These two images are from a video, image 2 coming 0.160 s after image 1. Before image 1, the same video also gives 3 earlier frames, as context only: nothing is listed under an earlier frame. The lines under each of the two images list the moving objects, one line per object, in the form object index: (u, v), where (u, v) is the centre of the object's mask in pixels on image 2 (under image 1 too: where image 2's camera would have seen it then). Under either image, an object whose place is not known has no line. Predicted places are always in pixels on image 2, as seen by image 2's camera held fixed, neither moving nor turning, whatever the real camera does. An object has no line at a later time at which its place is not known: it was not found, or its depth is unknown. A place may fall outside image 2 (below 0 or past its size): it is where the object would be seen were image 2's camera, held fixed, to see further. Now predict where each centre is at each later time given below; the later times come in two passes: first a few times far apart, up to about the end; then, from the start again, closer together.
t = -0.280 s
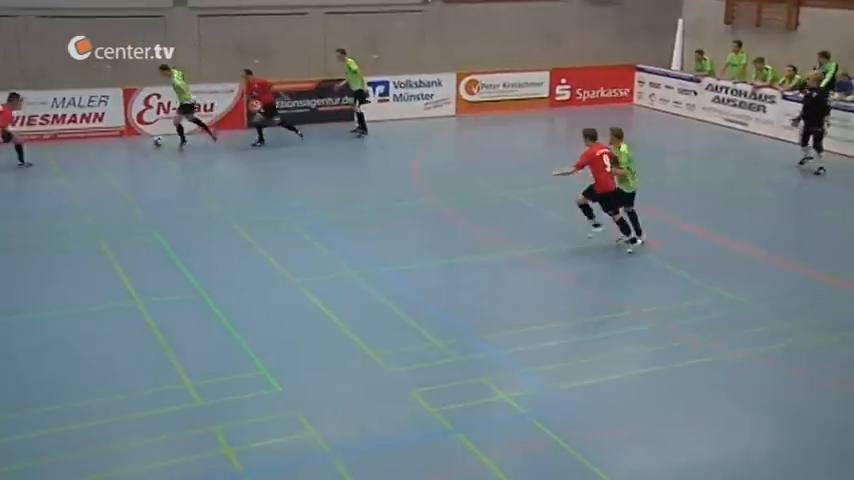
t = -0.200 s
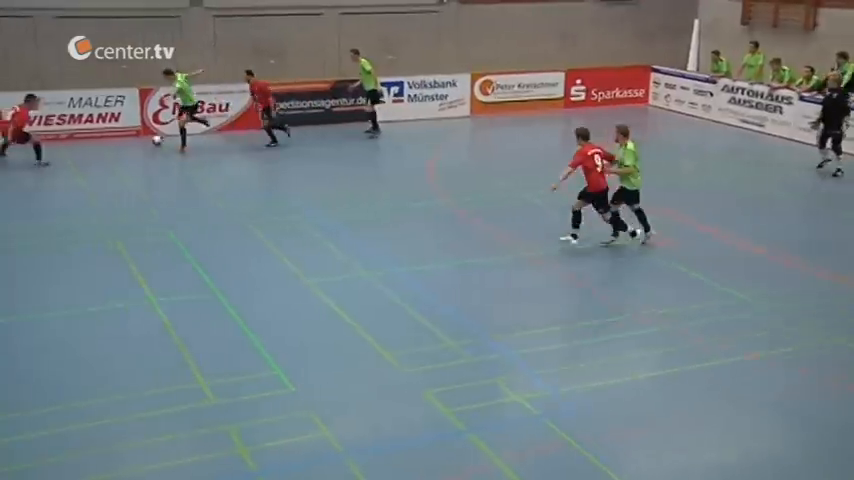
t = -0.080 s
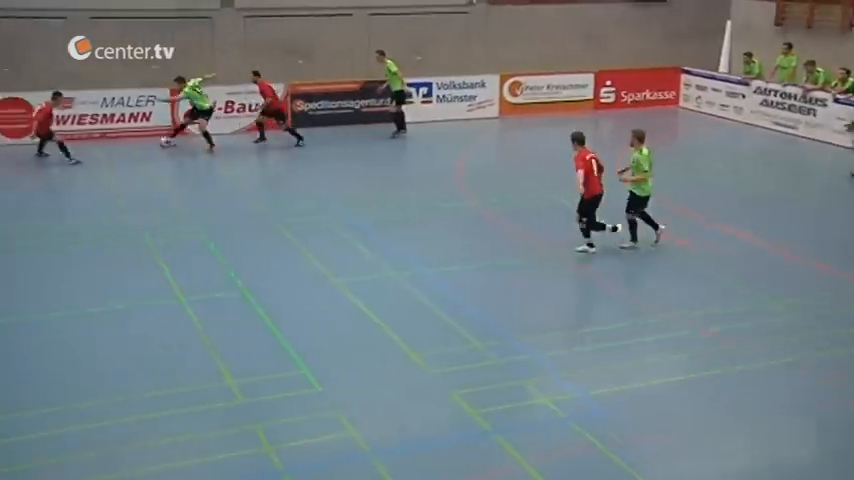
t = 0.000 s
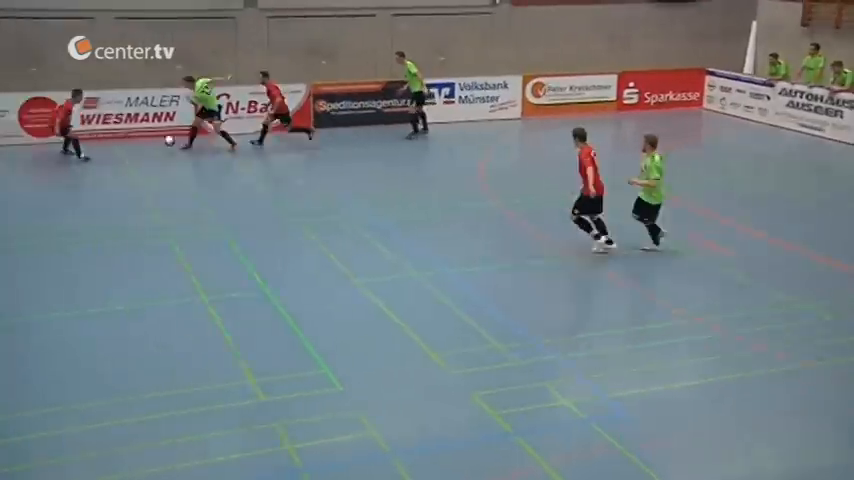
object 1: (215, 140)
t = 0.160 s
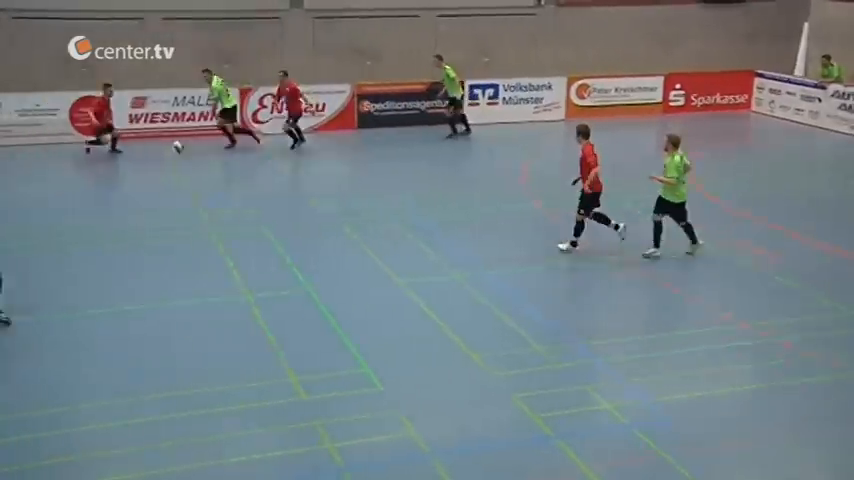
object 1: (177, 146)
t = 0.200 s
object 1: (167, 150)
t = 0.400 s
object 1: (117, 182)
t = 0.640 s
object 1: (50, 196)
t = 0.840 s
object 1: (-13, 232)
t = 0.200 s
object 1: (167, 150)
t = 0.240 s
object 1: (157, 156)
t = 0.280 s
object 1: (149, 162)
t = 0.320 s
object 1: (136, 170)
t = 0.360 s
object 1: (127, 179)
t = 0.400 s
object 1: (117, 182)
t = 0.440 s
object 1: (105, 182)
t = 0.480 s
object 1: (96, 182)
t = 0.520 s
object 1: (85, 184)
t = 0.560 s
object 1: (74, 186)
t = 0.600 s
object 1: (62, 191)
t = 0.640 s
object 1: (50, 196)
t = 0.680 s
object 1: (39, 203)
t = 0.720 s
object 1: (26, 211)
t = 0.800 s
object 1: (1, 231)
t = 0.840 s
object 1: (-13, 232)
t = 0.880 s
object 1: (-27, 233)
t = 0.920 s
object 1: (-41, 237)
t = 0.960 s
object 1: (-57, 240)
